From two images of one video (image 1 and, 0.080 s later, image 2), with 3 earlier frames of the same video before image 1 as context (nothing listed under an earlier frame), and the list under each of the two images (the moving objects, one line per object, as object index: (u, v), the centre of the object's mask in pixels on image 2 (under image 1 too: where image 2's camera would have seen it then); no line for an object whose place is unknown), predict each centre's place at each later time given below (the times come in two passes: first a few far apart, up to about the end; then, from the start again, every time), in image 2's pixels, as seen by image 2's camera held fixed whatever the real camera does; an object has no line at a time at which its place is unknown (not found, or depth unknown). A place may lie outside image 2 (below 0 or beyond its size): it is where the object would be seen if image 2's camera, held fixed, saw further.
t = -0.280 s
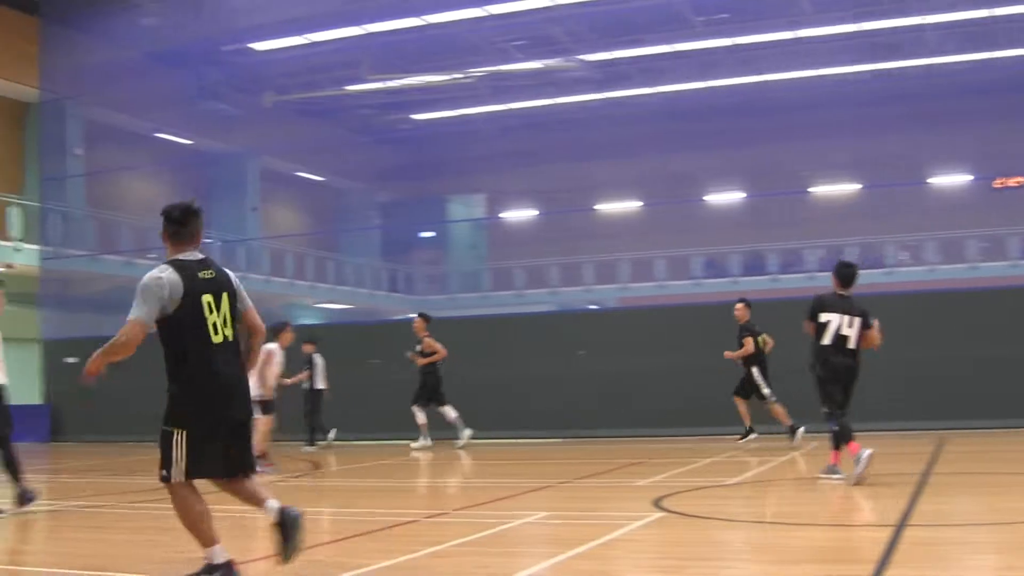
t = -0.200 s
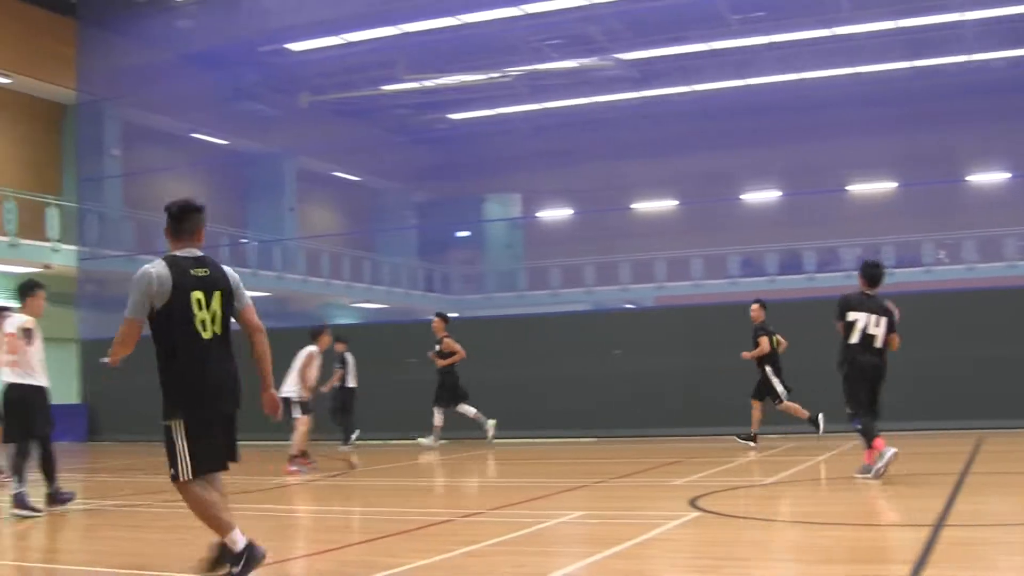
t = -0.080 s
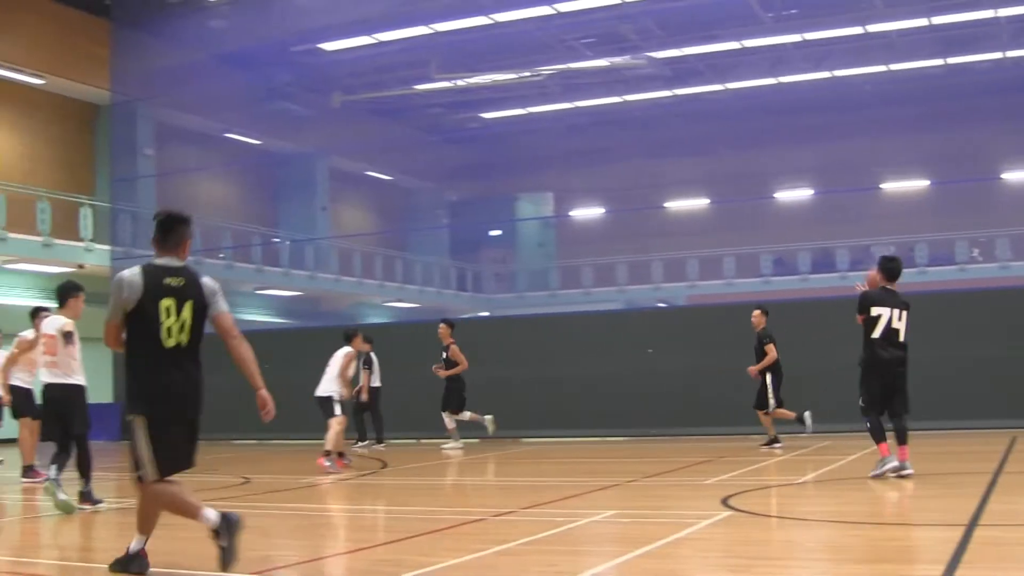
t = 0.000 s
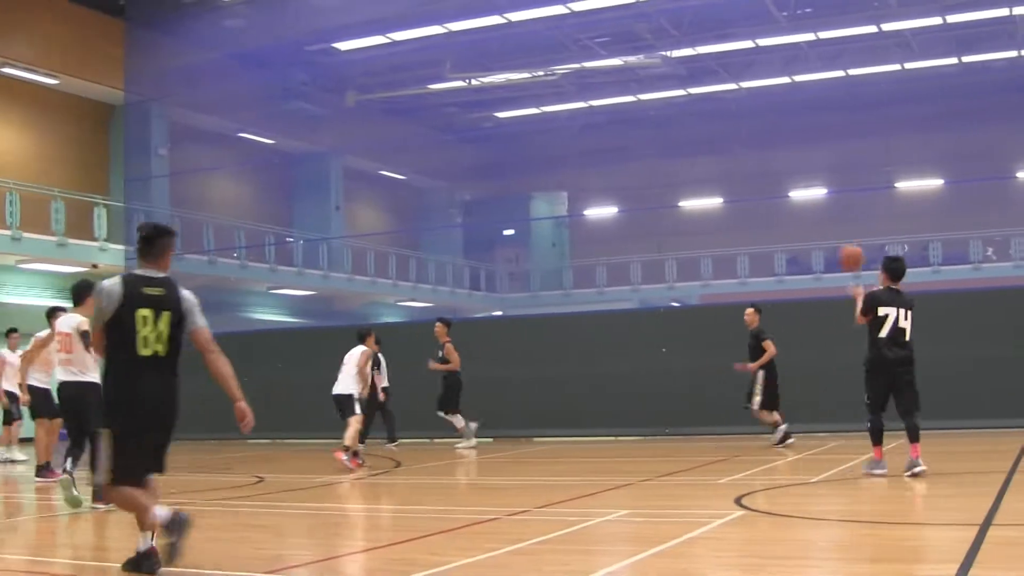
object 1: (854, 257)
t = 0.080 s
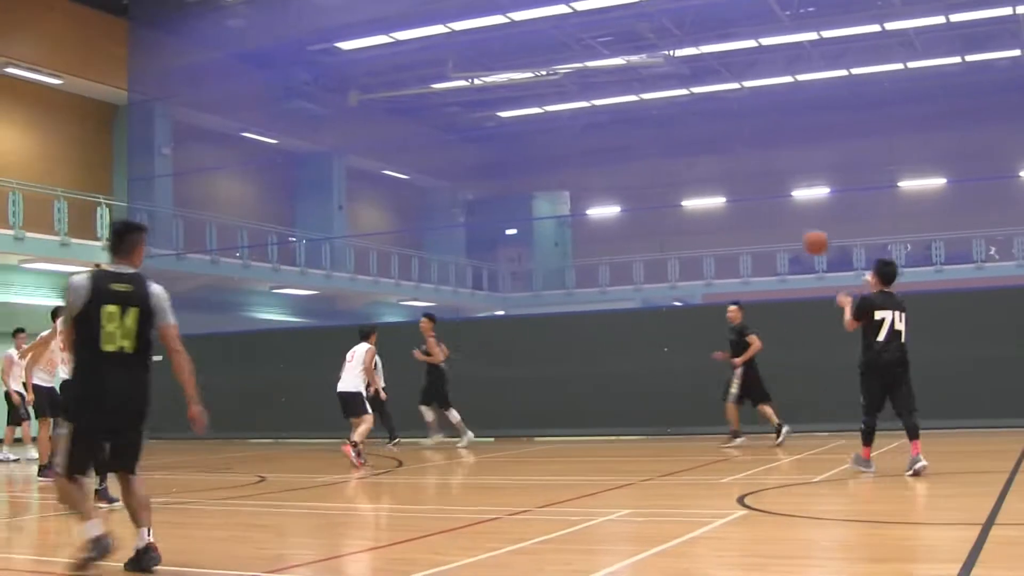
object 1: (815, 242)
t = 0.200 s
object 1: (766, 234)
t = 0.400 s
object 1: (699, 249)
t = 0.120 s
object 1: (798, 238)
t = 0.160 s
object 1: (782, 235)
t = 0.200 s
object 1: (766, 234)
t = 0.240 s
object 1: (752, 235)
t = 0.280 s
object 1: (738, 237)
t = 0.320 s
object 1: (725, 239)
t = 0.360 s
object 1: (712, 244)
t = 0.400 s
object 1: (699, 249)
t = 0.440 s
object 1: (689, 256)
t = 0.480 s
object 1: (677, 264)
